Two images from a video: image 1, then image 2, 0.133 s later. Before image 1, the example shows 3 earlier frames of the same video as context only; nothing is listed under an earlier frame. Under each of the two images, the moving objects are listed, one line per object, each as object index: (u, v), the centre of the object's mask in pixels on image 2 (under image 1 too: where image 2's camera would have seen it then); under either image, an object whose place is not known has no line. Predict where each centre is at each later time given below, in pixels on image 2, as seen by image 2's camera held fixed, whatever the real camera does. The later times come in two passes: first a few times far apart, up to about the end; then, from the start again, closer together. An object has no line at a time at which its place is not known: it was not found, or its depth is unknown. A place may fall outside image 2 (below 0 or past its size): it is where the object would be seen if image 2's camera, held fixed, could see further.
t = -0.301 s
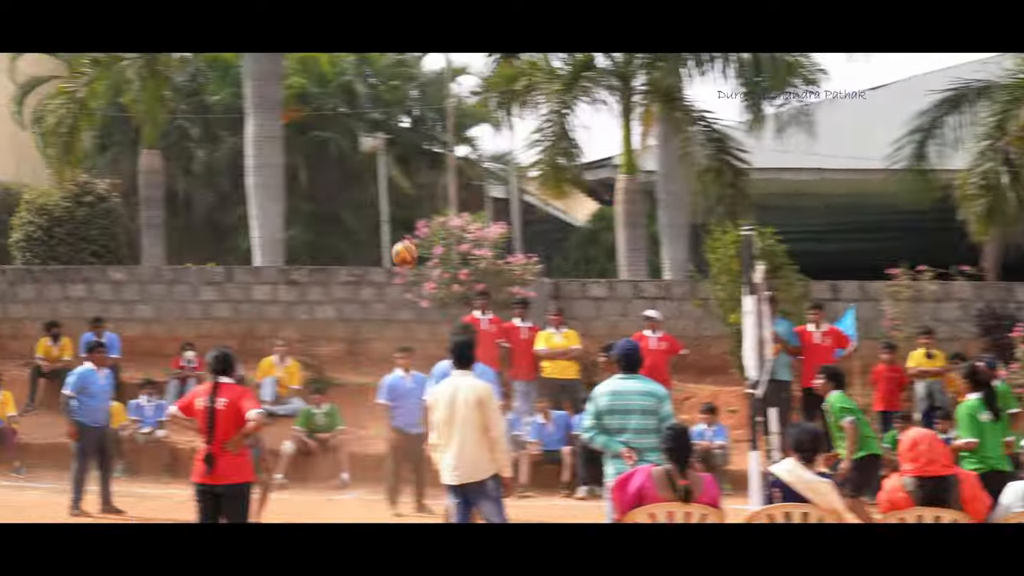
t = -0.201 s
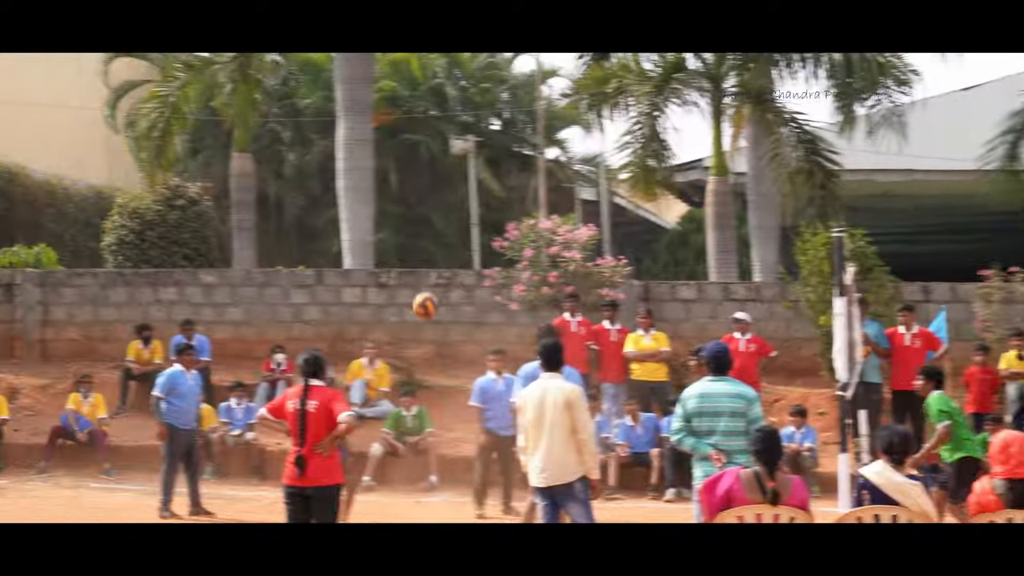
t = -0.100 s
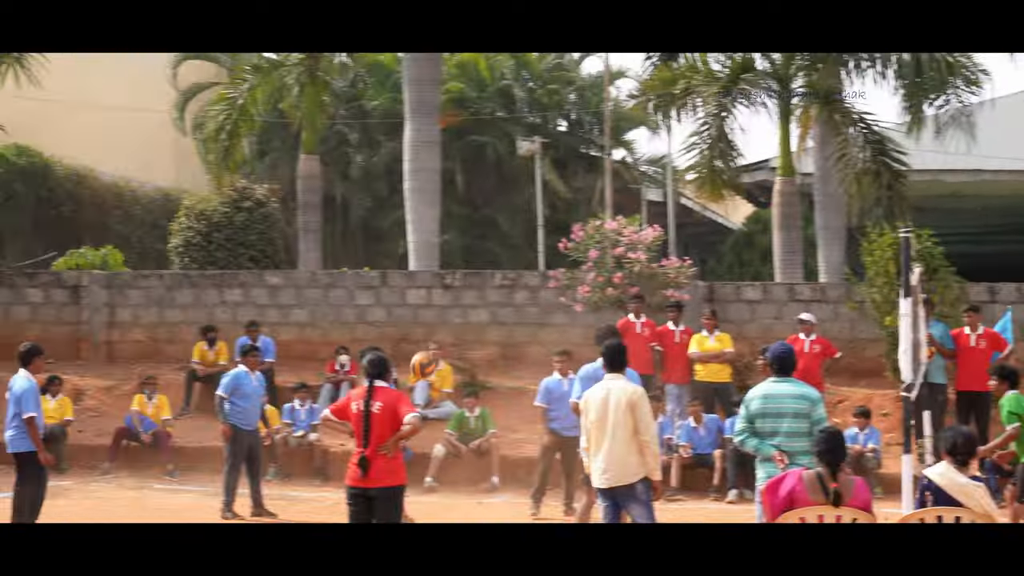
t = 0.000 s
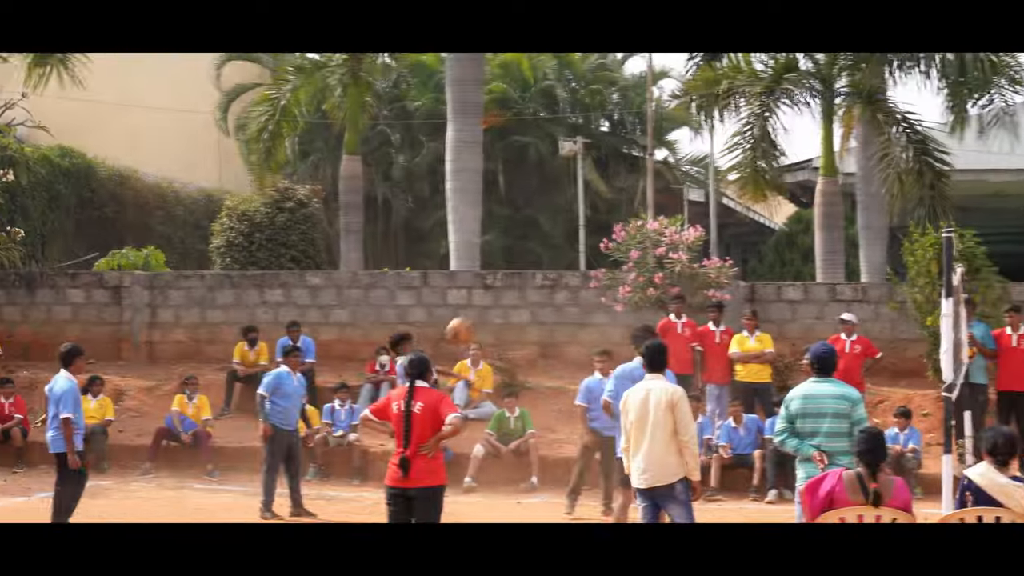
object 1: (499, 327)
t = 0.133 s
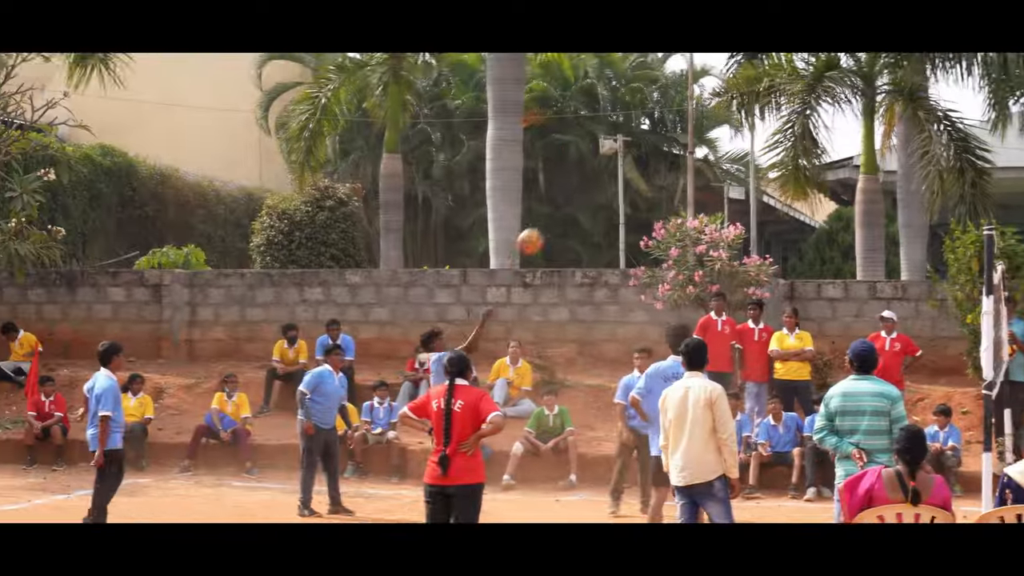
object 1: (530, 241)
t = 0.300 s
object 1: (570, 163)
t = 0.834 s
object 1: (694, 119)
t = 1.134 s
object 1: (755, 233)
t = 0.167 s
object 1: (538, 223)
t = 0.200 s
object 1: (544, 208)
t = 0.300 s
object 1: (570, 163)
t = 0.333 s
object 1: (579, 150)
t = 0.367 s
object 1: (588, 138)
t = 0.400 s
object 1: (598, 129)
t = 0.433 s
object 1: (602, 125)
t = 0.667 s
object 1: (657, 100)
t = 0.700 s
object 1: (665, 100)
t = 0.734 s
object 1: (673, 105)
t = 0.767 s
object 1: (680, 108)
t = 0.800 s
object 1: (687, 113)
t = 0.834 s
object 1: (694, 119)
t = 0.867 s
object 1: (701, 128)
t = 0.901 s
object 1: (708, 136)
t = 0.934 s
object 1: (715, 147)
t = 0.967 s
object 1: (722, 158)
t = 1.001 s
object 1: (729, 171)
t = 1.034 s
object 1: (736, 183)
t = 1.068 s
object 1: (742, 199)
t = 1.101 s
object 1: (748, 215)
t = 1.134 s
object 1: (755, 233)
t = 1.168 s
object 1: (761, 251)
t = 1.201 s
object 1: (766, 271)
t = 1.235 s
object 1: (772, 291)
